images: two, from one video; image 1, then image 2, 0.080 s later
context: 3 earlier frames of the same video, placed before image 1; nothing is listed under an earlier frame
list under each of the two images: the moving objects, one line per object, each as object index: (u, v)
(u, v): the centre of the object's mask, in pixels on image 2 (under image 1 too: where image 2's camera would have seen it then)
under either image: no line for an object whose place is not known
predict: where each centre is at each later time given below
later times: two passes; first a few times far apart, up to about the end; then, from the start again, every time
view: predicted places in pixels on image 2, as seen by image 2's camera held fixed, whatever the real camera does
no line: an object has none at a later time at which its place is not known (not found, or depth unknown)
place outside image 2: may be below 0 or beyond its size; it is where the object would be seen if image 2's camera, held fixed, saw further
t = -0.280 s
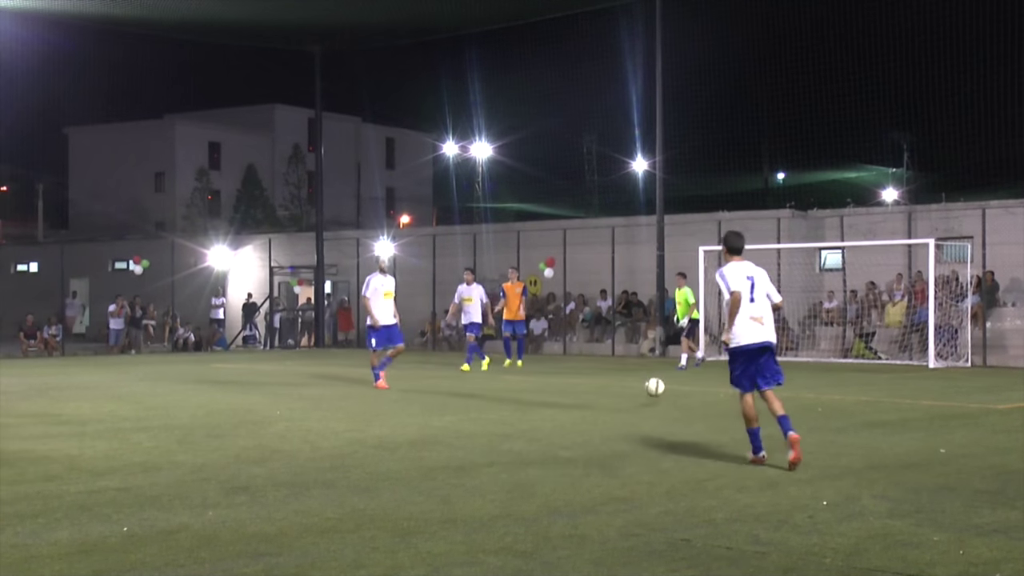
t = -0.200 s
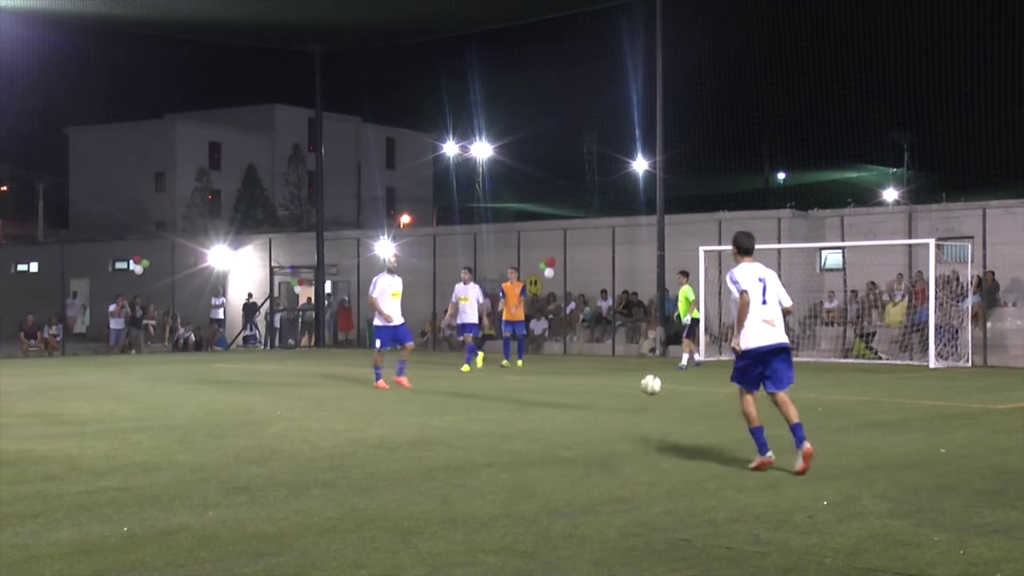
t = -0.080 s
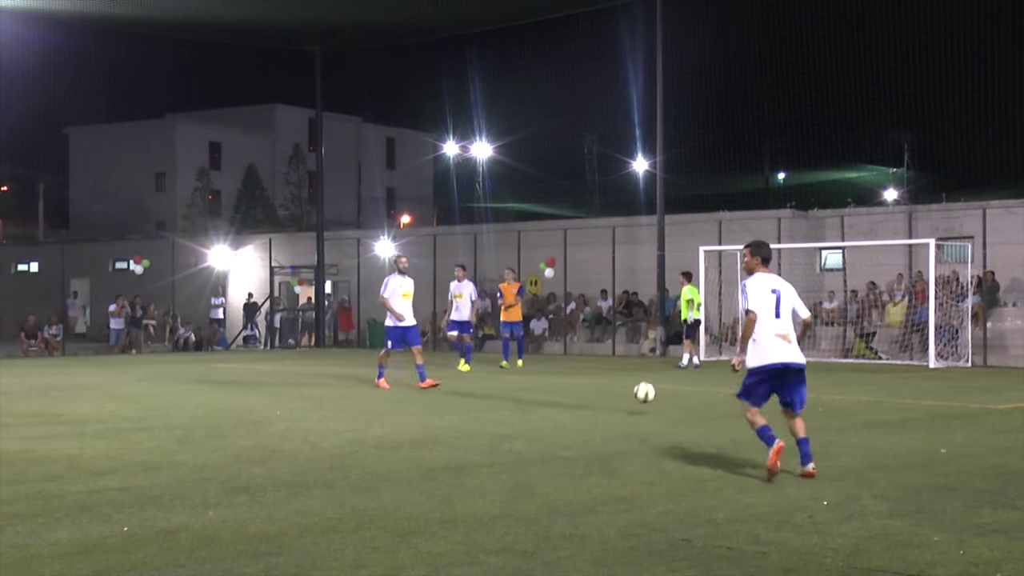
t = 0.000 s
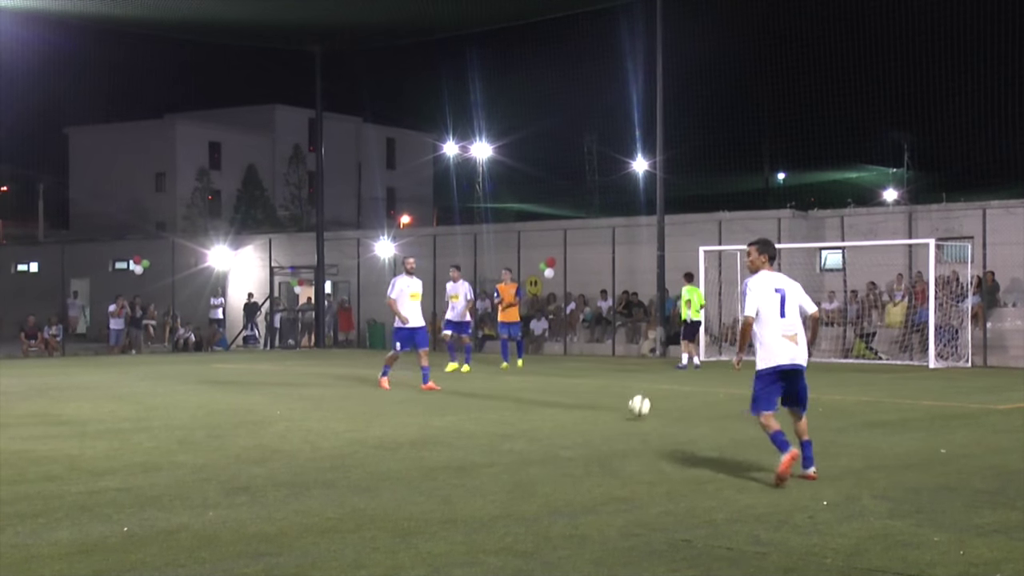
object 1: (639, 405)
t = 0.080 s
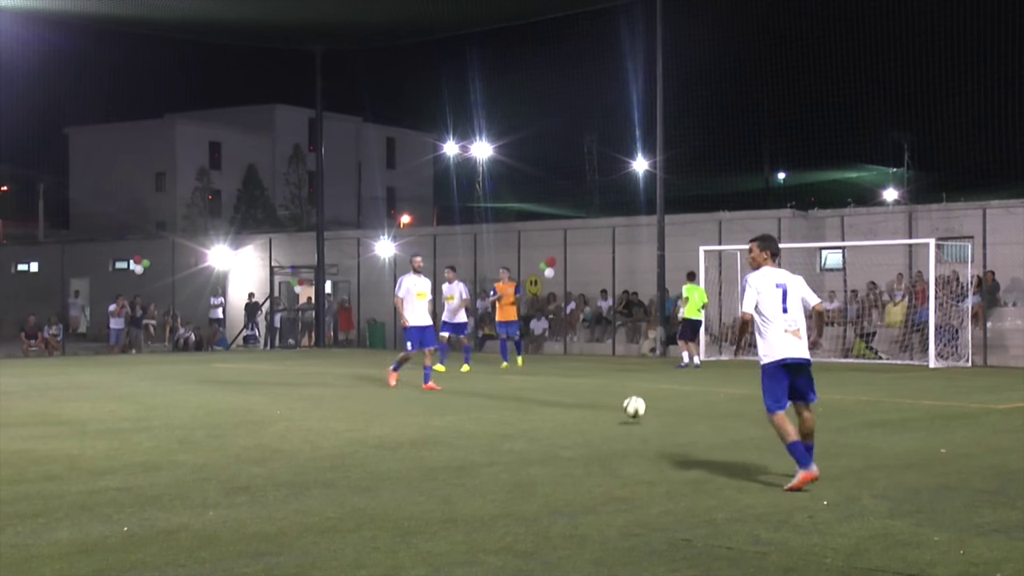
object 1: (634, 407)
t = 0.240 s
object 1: (623, 408)
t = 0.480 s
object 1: (604, 433)
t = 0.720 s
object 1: (583, 454)
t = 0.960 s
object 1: (556, 483)
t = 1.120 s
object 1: (532, 501)
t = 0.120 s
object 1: (632, 404)
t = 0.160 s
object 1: (629, 403)
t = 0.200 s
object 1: (626, 405)
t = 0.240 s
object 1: (623, 408)
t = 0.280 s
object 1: (620, 412)
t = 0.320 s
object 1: (618, 419)
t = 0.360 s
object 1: (614, 429)
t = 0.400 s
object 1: (611, 433)
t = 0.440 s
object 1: (608, 432)
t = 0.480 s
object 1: (604, 433)
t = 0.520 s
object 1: (601, 435)
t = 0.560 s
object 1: (598, 441)
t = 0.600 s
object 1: (594, 448)
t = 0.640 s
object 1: (591, 452)
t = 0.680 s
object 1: (587, 452)
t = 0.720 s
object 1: (583, 454)
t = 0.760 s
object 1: (577, 460)
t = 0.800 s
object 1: (572, 468)
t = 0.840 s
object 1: (568, 469)
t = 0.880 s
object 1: (564, 471)
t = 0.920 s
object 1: (560, 476)
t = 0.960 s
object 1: (556, 483)
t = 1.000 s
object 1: (549, 486)
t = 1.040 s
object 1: (544, 488)
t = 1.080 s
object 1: (538, 493)
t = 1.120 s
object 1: (532, 501)
